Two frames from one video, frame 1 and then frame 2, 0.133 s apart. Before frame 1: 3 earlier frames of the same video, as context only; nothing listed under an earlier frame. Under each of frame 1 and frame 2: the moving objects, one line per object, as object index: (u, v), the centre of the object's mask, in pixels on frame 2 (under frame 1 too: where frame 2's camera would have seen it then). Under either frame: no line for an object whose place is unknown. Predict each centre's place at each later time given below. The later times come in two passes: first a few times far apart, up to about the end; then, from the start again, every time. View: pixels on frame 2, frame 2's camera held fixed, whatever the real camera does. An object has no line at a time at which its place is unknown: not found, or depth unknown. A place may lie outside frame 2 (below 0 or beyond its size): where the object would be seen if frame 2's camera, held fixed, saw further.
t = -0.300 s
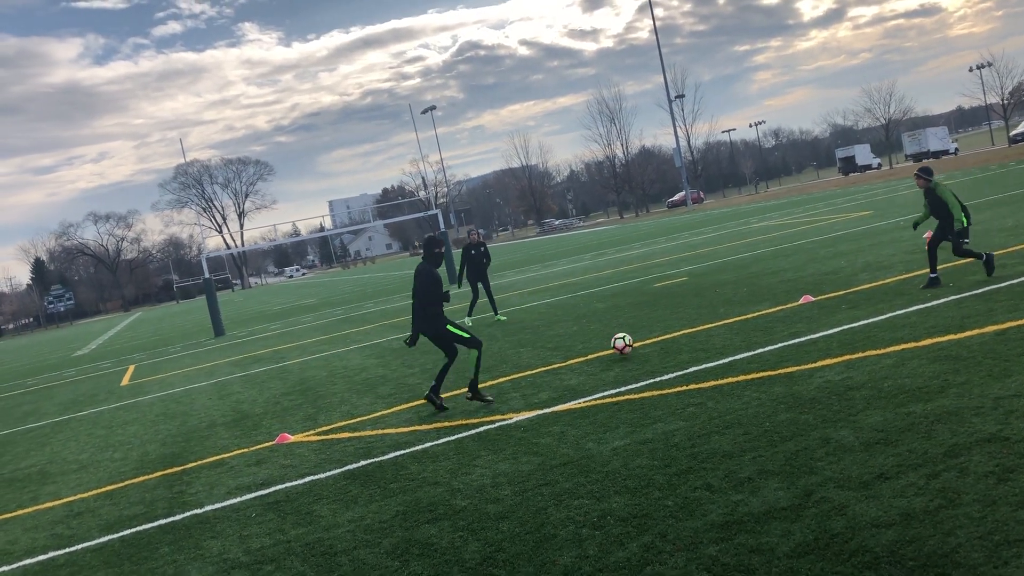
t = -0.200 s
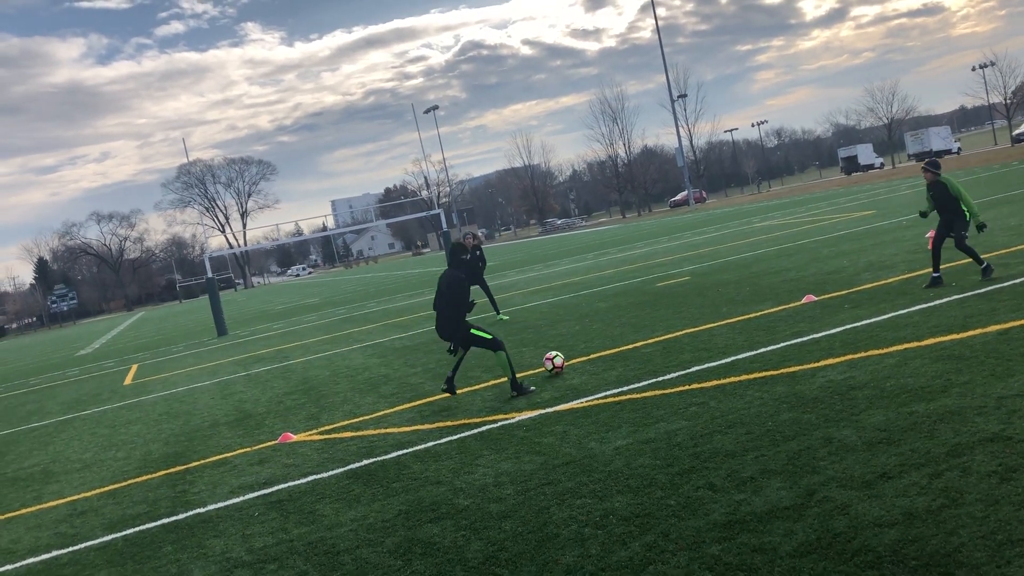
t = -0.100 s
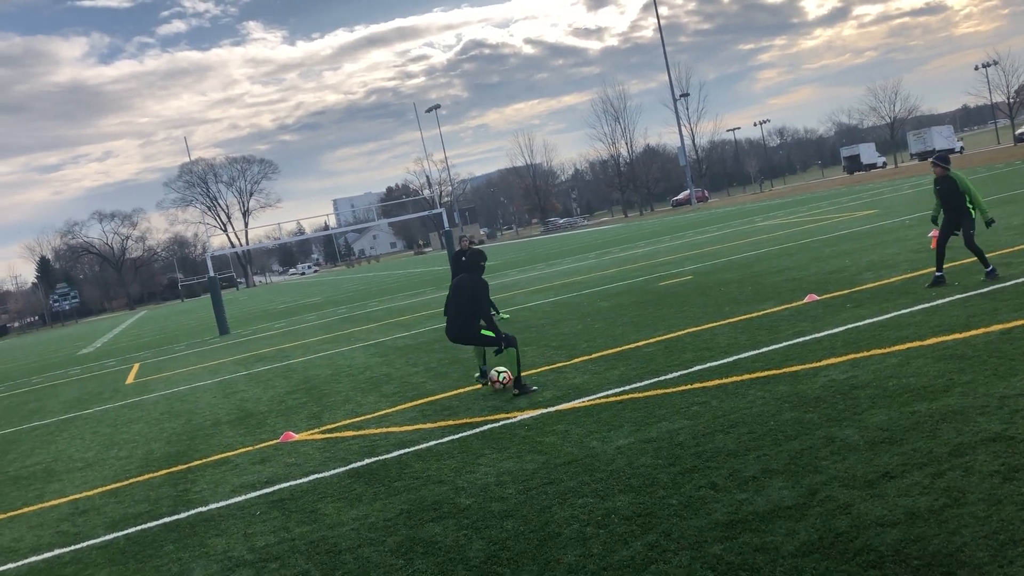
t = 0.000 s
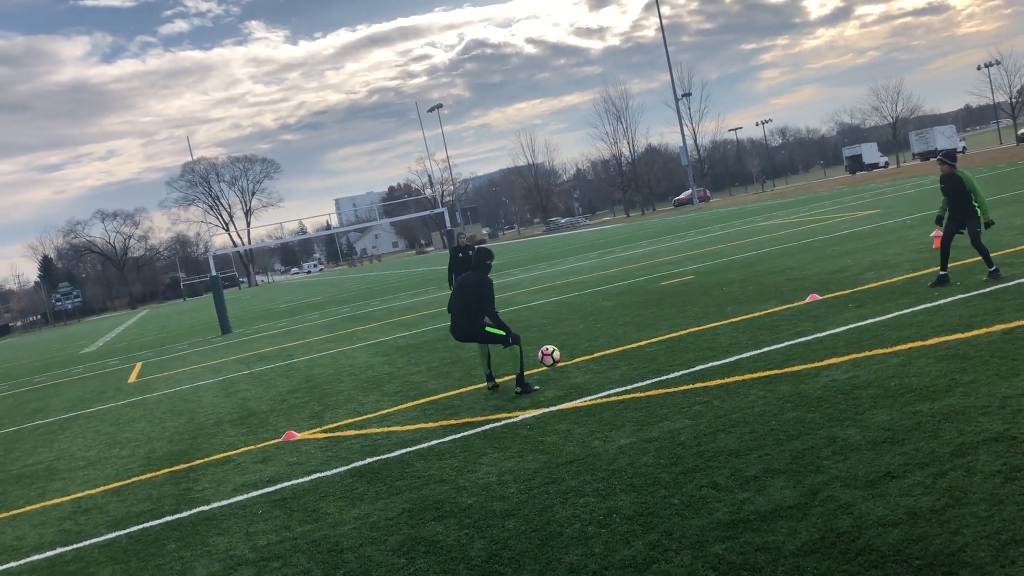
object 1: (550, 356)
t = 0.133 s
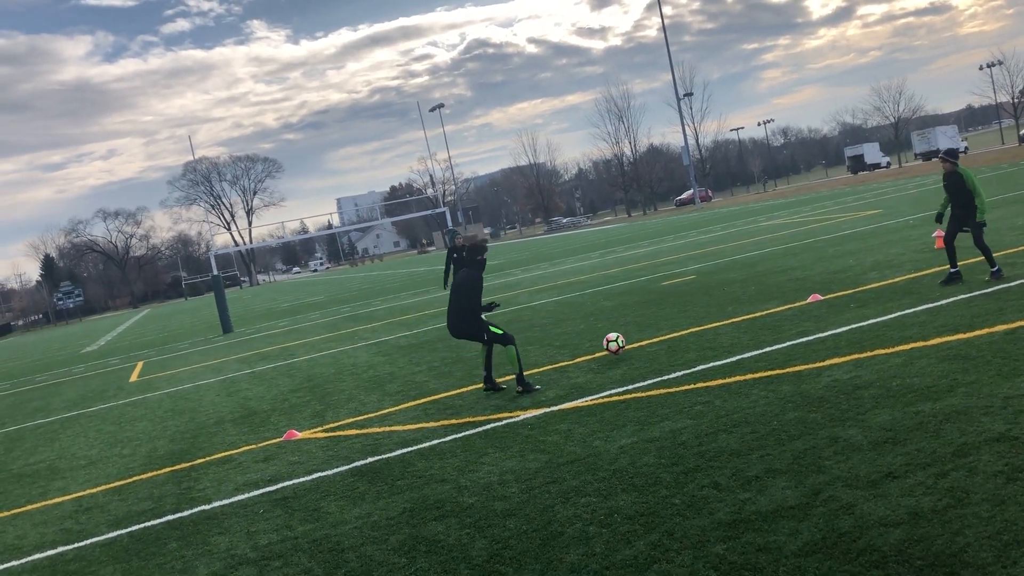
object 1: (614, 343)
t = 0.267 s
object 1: (667, 331)
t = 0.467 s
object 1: (733, 317)
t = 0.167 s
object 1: (630, 343)
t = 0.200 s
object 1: (644, 341)
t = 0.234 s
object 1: (656, 336)
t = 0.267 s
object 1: (667, 331)
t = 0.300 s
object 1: (679, 328)
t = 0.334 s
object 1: (690, 326)
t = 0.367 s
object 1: (702, 325)
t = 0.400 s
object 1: (714, 325)
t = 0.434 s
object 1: (724, 320)
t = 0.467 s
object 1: (733, 317)
